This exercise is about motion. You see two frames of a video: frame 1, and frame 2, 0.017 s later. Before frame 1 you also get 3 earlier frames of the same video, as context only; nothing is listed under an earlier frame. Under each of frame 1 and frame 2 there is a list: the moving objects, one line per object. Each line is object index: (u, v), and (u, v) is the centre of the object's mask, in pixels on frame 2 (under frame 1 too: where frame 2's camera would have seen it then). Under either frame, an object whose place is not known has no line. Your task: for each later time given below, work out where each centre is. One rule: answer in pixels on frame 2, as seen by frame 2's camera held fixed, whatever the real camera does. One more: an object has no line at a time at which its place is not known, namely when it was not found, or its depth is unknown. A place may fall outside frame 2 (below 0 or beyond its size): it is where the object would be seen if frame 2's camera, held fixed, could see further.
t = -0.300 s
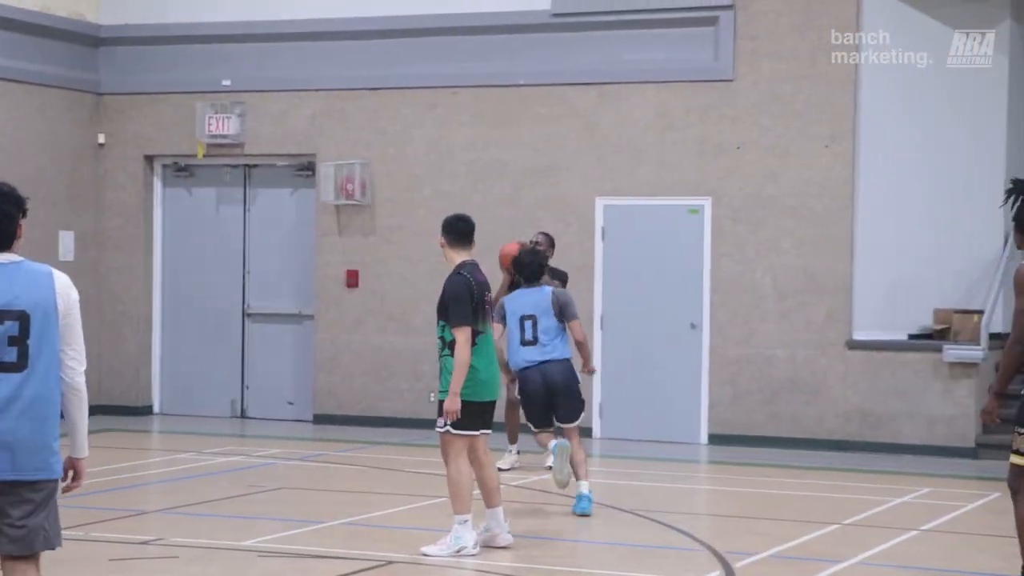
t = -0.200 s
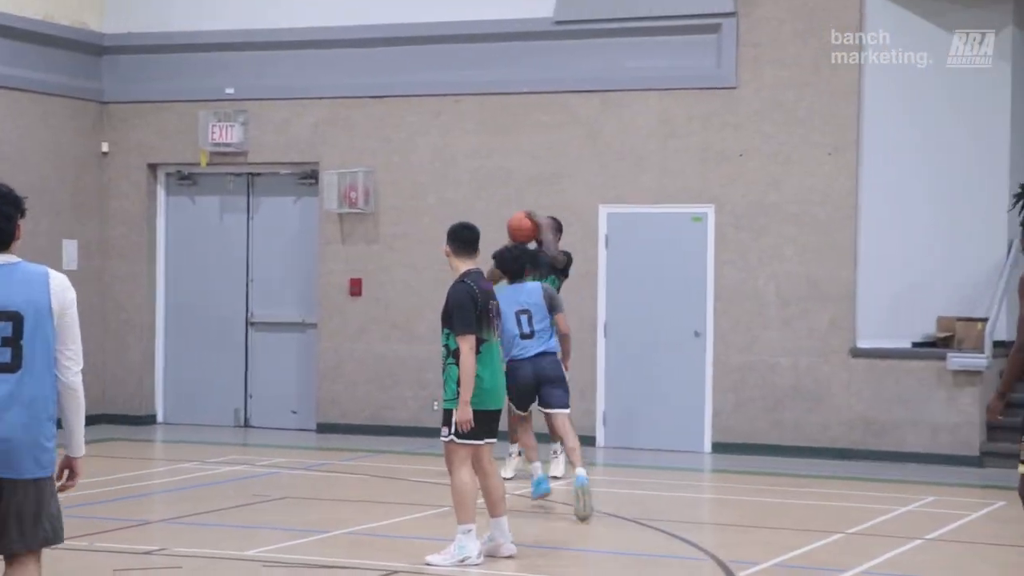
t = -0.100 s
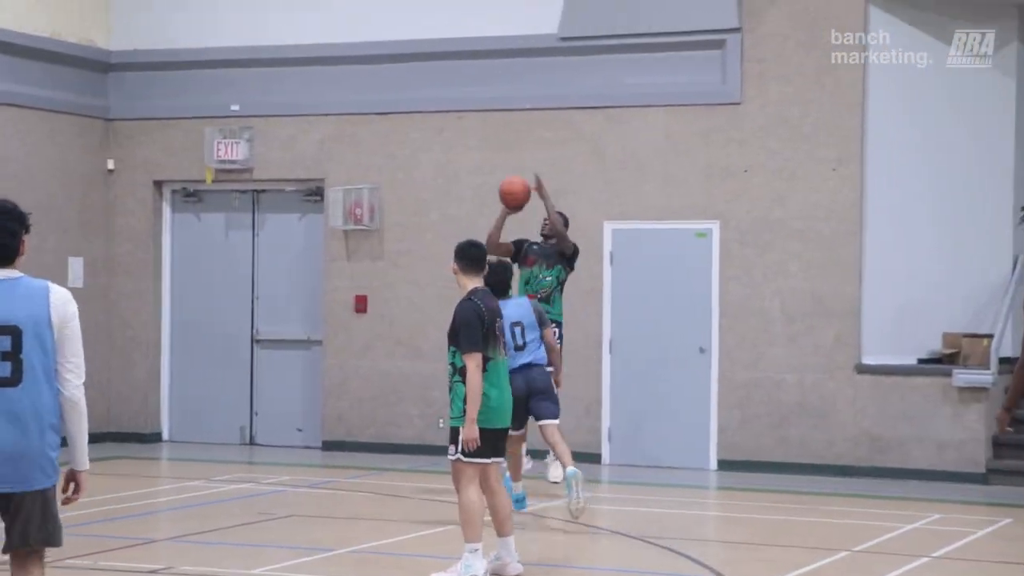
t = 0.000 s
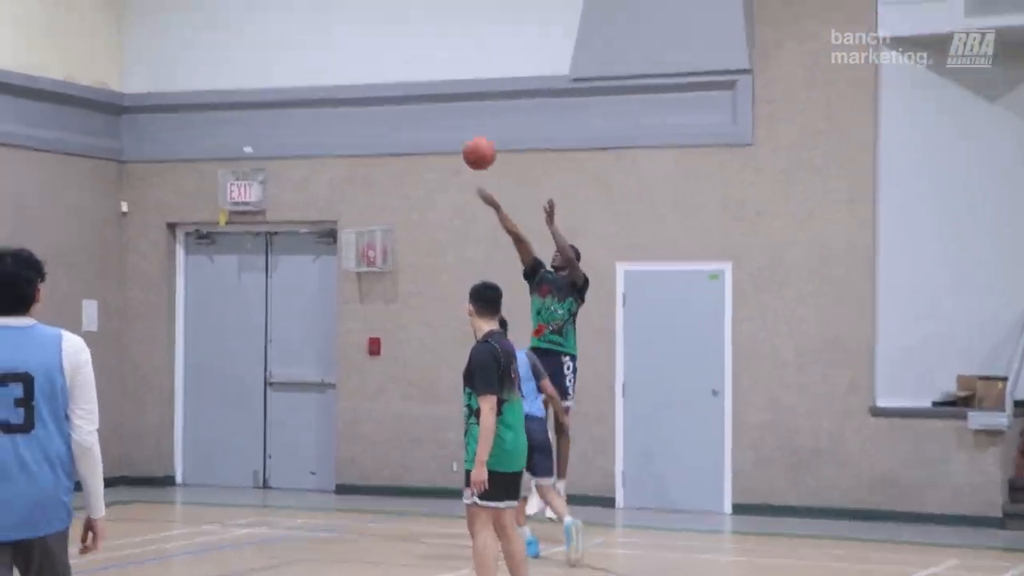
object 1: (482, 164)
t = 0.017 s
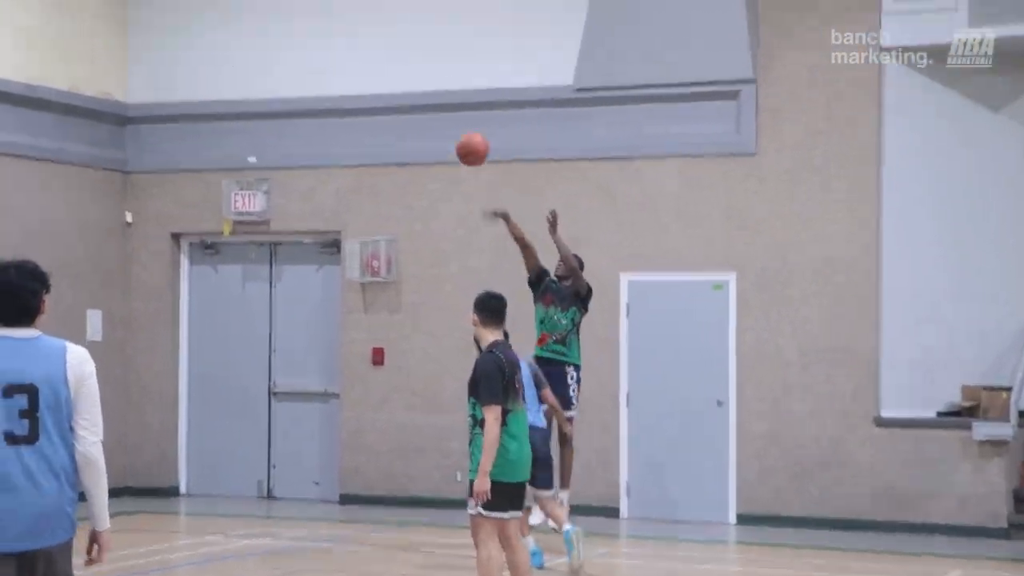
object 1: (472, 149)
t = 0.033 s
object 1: (461, 135)
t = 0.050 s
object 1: (450, 122)
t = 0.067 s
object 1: (439, 109)
